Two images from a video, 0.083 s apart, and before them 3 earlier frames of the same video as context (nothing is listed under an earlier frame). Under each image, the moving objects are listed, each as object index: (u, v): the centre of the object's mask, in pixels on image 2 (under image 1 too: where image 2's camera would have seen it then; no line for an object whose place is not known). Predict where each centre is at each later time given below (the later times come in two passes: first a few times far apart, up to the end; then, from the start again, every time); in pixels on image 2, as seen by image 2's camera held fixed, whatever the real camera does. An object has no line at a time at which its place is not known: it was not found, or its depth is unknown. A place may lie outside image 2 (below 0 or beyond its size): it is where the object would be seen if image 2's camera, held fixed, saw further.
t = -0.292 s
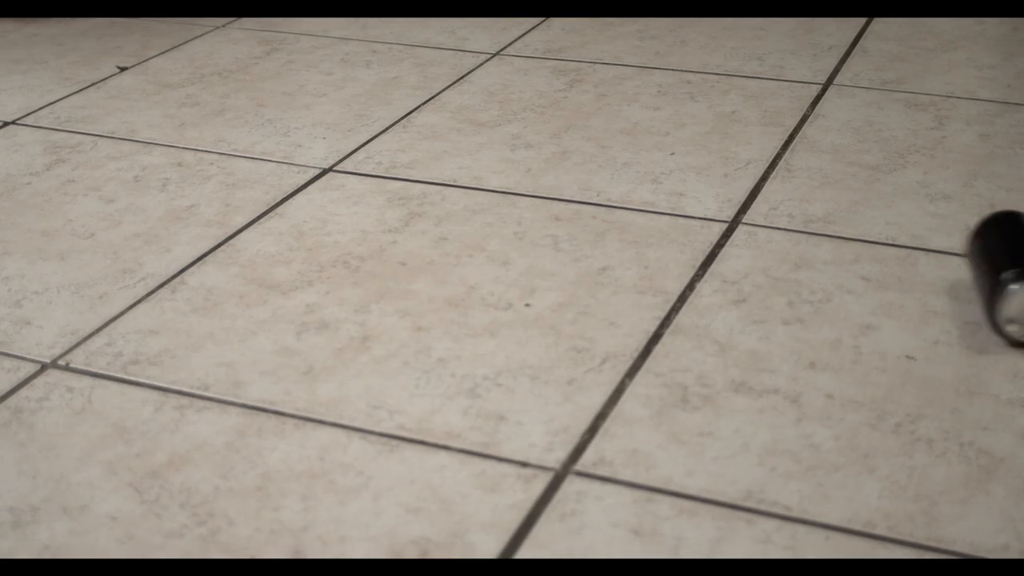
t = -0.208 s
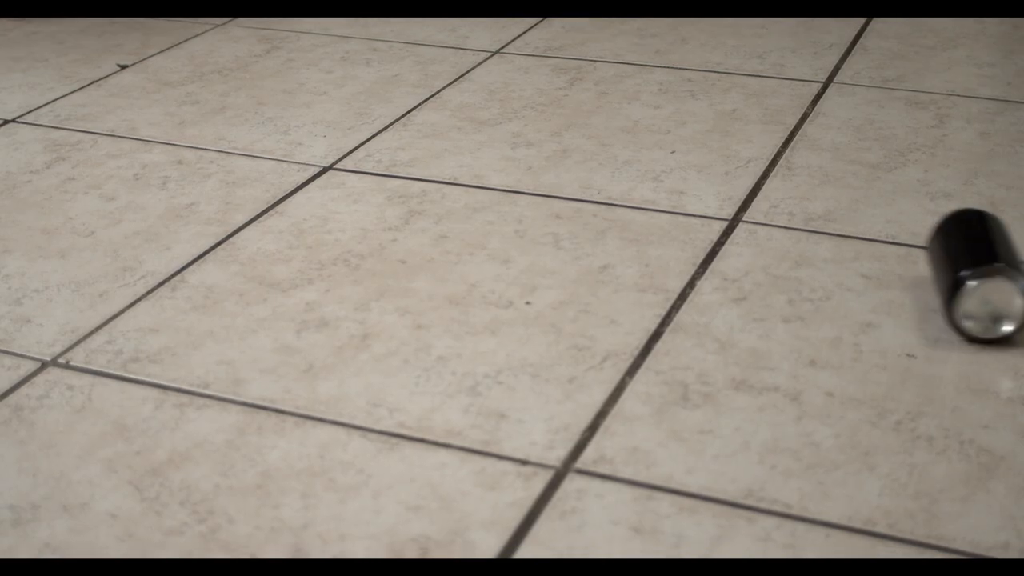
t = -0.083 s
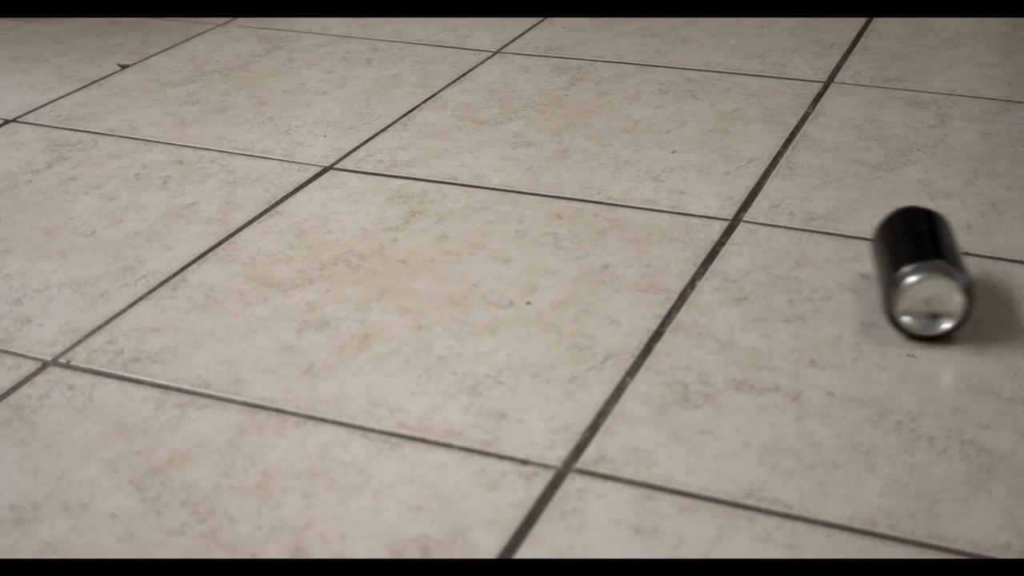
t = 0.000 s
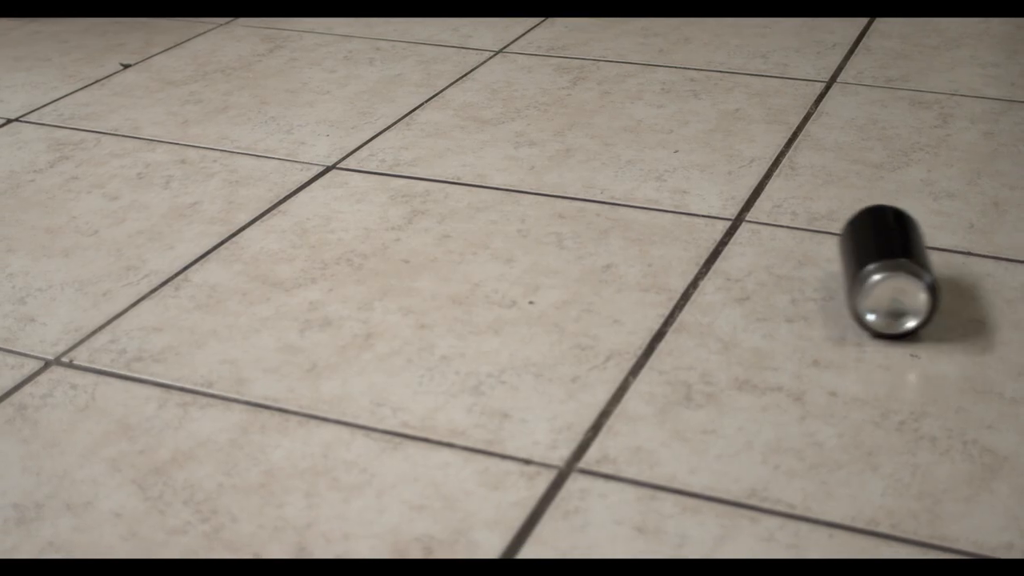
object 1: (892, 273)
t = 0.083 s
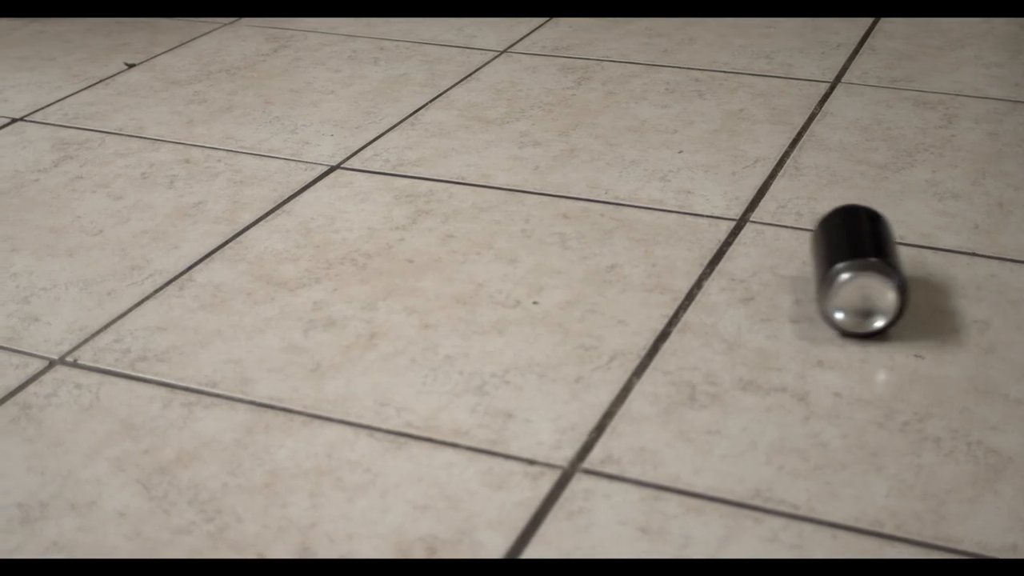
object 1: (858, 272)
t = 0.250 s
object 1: (795, 269)
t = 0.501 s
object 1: (709, 265)
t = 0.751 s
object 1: (626, 263)
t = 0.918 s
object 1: (576, 261)
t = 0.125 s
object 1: (841, 271)
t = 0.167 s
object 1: (825, 270)
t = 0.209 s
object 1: (810, 269)
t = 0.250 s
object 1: (795, 269)
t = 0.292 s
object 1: (780, 268)
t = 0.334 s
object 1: (765, 267)
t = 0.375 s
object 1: (750, 266)
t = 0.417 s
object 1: (737, 266)
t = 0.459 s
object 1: (723, 265)
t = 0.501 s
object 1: (709, 265)
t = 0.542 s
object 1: (695, 264)
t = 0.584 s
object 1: (681, 263)
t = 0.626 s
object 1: (667, 263)
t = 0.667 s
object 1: (654, 263)
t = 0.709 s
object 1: (640, 263)
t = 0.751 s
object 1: (626, 263)
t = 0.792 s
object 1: (613, 262)
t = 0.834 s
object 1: (601, 262)
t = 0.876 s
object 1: (588, 262)
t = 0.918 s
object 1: (576, 261)
